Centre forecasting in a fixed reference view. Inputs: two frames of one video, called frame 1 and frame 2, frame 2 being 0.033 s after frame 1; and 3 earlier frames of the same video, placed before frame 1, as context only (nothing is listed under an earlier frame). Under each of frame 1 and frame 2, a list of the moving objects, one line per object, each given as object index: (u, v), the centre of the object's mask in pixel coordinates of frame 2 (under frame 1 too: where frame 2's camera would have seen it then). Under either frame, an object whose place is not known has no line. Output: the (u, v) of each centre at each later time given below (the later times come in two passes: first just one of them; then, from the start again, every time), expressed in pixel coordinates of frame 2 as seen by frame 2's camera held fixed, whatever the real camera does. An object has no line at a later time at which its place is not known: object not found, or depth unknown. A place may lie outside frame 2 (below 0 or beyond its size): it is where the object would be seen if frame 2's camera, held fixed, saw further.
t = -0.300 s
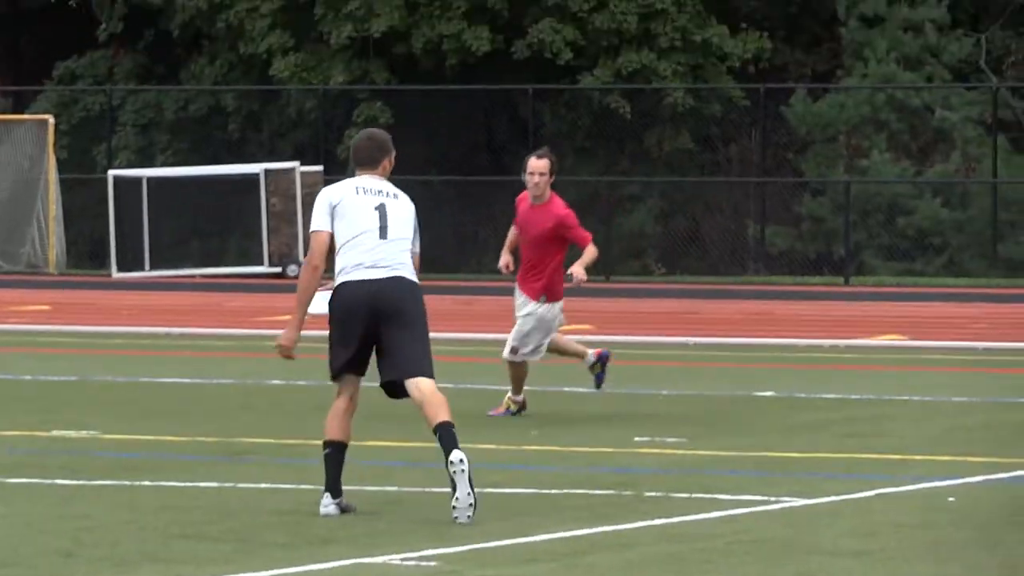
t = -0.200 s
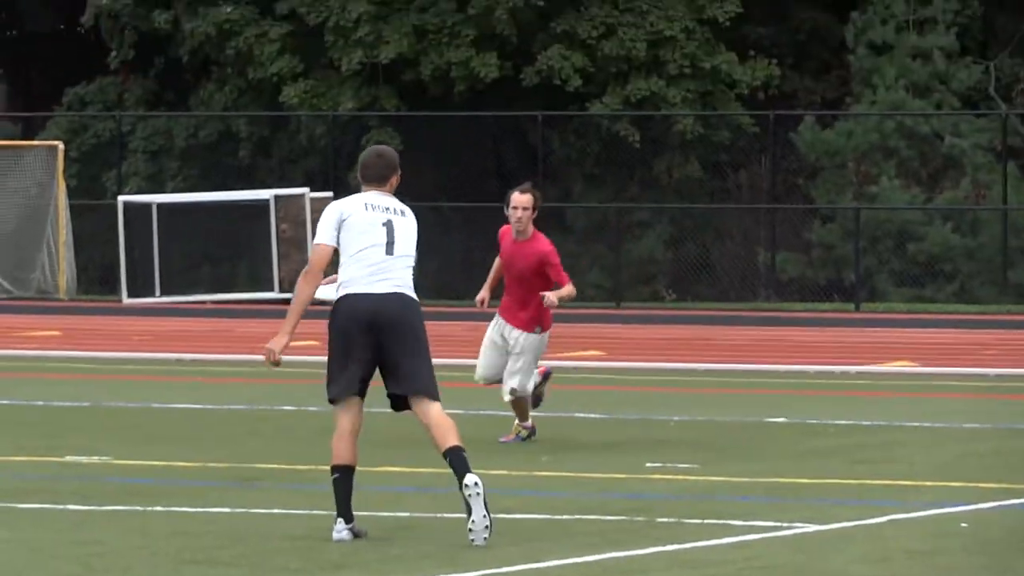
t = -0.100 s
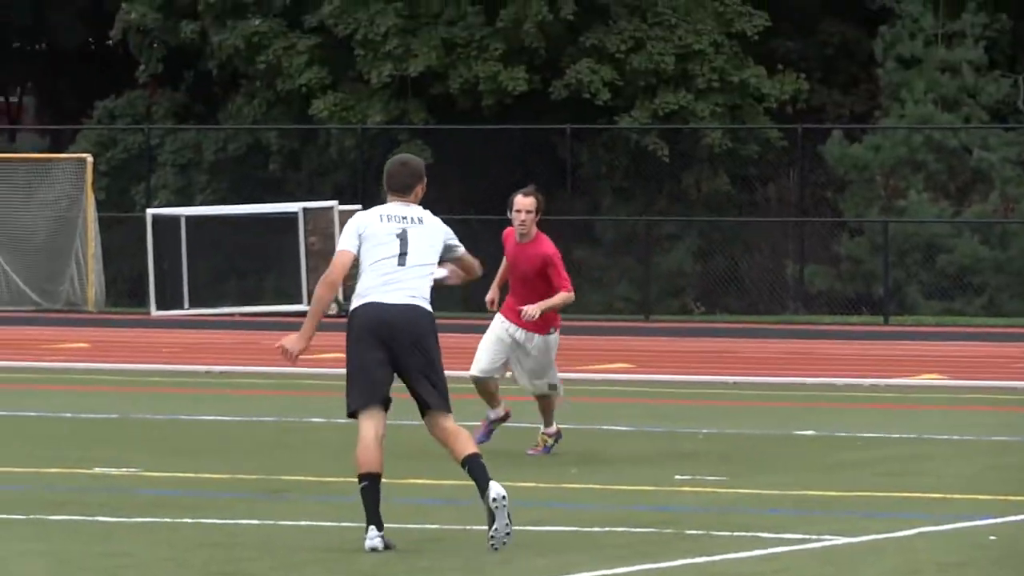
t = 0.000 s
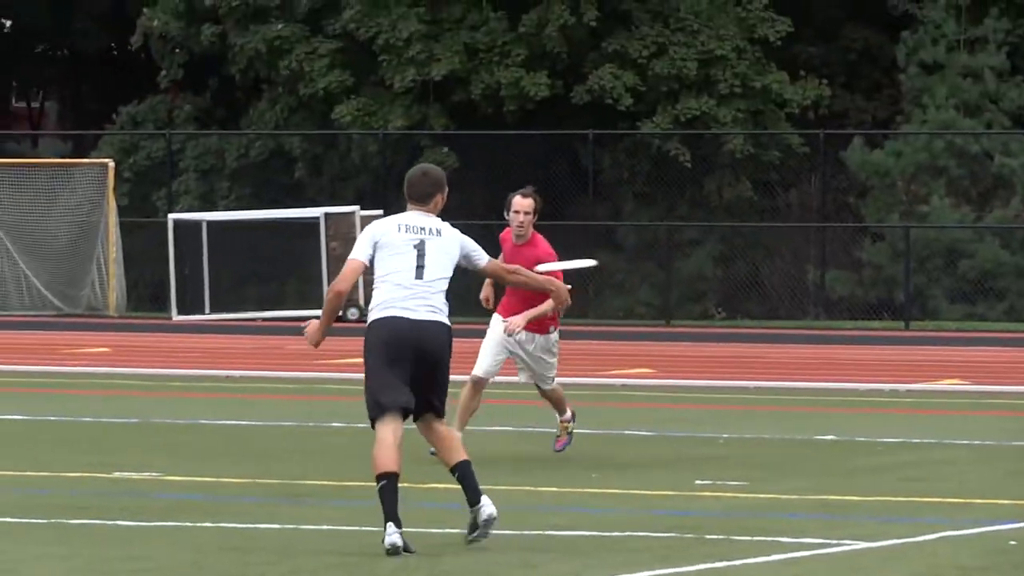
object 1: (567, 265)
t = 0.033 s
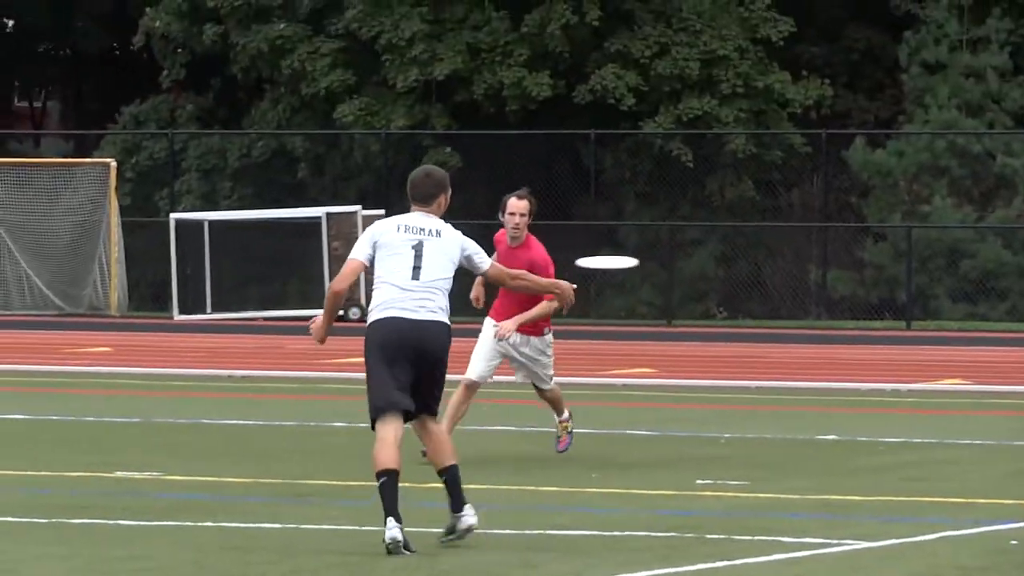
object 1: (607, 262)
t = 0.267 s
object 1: (844, 246)
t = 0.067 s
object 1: (647, 259)
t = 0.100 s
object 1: (685, 257)
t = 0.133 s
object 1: (721, 255)
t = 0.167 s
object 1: (755, 253)
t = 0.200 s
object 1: (786, 251)
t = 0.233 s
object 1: (816, 248)
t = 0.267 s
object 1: (844, 246)
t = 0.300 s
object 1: (874, 244)
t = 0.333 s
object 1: (907, 243)
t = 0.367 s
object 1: (939, 242)
